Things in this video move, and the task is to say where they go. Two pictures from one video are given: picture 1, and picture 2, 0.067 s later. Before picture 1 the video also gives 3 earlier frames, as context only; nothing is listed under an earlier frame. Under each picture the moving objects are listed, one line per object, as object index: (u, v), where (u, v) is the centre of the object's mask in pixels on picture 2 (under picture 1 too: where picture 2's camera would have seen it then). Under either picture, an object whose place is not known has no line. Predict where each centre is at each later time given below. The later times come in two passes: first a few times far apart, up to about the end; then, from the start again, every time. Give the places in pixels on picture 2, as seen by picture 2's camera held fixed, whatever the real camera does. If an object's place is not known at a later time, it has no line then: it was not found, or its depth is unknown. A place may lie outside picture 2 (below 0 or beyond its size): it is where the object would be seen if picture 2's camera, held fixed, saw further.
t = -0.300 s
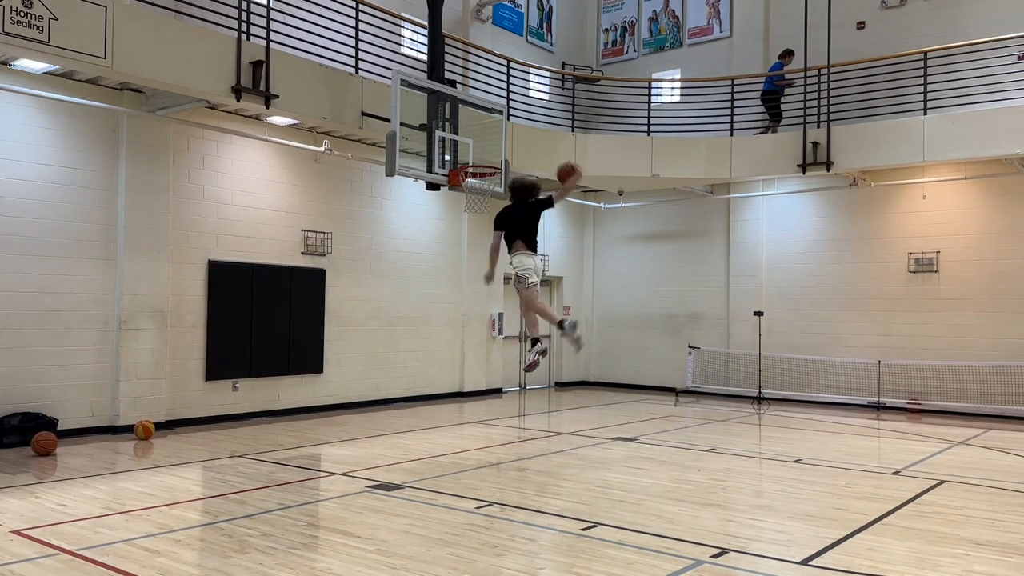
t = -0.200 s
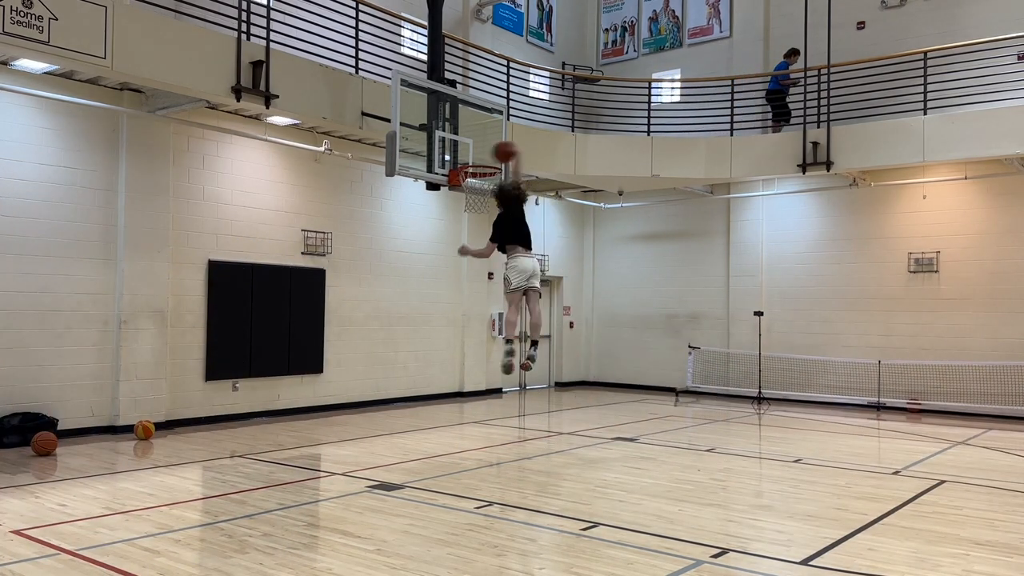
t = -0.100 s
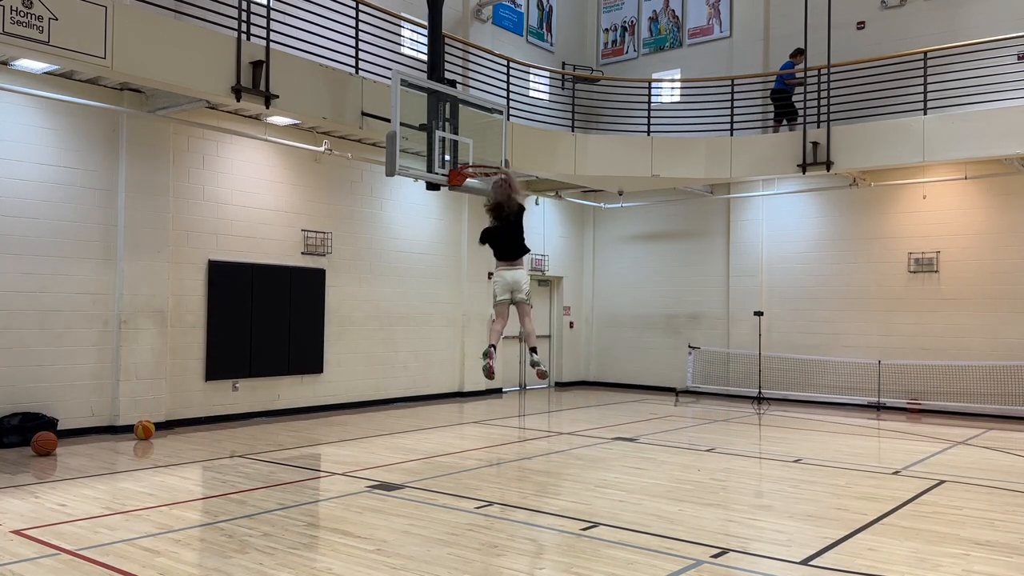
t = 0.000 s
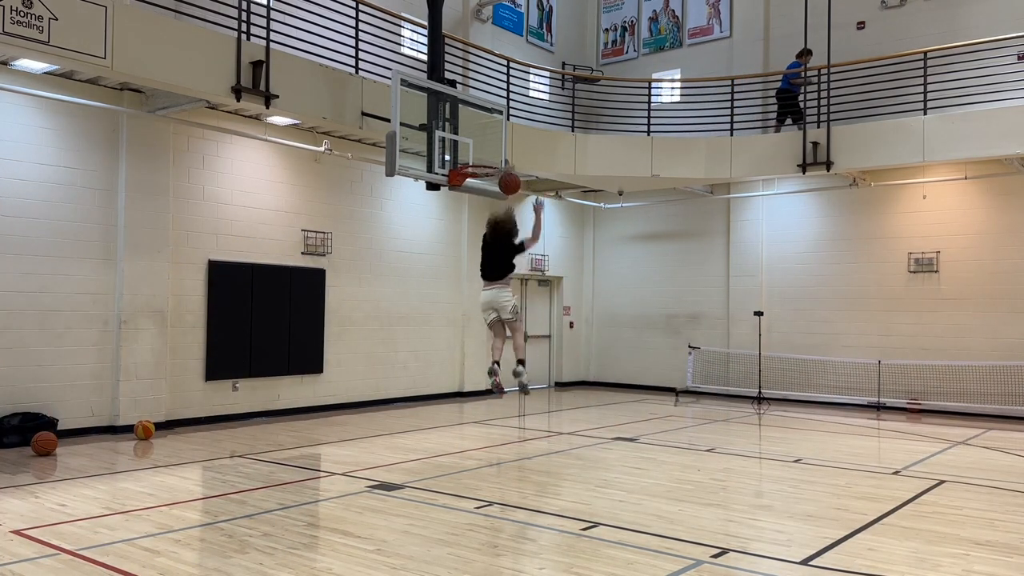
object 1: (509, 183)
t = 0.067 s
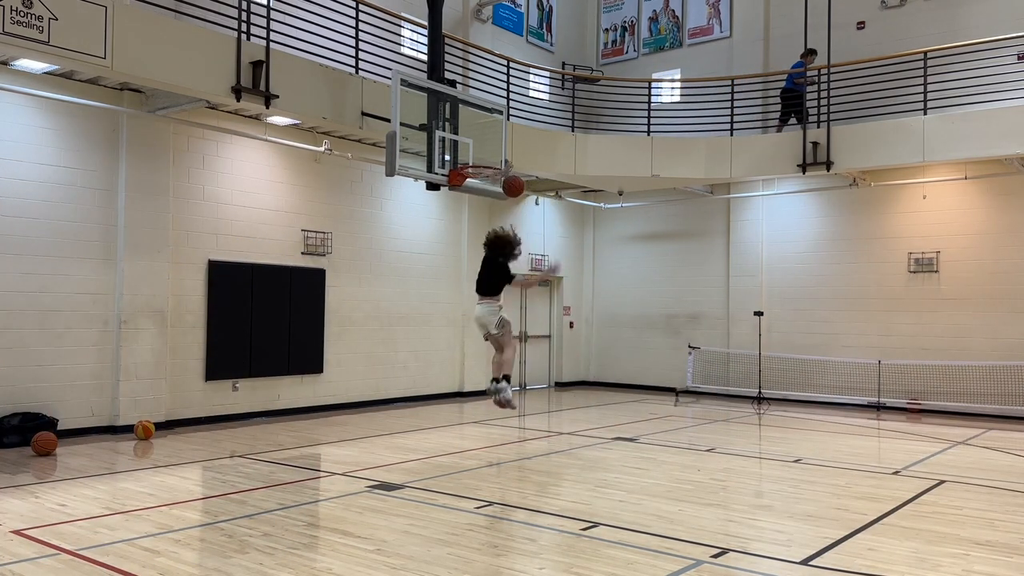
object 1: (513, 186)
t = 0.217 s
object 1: (522, 207)
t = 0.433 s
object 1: (533, 272)
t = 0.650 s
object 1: (544, 380)
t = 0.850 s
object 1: (550, 399)
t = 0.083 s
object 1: (514, 188)
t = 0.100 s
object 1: (515, 189)
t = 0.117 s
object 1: (516, 191)
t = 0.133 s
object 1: (517, 193)
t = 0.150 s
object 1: (518, 195)
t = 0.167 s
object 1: (518, 198)
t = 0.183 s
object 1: (519, 201)
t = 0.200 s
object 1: (520, 204)
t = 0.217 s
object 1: (522, 207)
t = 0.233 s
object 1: (522, 211)
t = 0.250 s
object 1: (523, 214)
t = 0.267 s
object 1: (524, 218)
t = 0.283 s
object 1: (525, 222)
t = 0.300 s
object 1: (526, 227)
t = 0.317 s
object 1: (527, 232)
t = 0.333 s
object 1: (528, 237)
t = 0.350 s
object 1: (529, 242)
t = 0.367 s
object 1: (530, 248)
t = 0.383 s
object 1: (530, 254)
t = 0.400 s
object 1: (531, 260)
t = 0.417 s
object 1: (532, 266)
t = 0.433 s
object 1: (533, 272)
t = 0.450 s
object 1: (534, 279)
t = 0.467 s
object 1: (535, 287)
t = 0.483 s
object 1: (536, 294)
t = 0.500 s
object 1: (537, 301)
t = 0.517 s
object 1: (537, 309)
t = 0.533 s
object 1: (538, 317)
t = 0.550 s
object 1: (539, 325)
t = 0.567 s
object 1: (540, 334)
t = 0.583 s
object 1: (541, 343)
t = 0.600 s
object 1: (541, 352)
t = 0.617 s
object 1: (542, 361)
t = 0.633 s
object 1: (543, 371)
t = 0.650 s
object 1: (544, 380)
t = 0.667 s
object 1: (544, 391)
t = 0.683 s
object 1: (545, 402)
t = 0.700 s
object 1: (546, 412)
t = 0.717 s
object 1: (547, 423)
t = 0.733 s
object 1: (548, 434)
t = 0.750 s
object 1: (548, 445)
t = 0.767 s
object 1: (549, 438)
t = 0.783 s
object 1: (549, 430)
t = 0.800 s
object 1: (549, 421)
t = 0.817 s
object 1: (550, 414)
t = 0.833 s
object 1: (550, 406)
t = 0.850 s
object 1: (550, 399)
